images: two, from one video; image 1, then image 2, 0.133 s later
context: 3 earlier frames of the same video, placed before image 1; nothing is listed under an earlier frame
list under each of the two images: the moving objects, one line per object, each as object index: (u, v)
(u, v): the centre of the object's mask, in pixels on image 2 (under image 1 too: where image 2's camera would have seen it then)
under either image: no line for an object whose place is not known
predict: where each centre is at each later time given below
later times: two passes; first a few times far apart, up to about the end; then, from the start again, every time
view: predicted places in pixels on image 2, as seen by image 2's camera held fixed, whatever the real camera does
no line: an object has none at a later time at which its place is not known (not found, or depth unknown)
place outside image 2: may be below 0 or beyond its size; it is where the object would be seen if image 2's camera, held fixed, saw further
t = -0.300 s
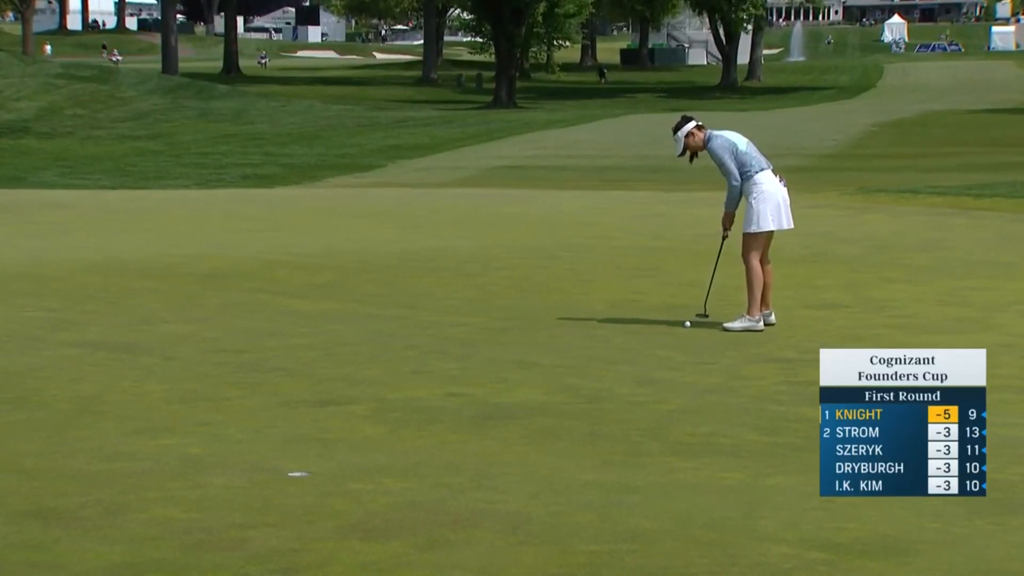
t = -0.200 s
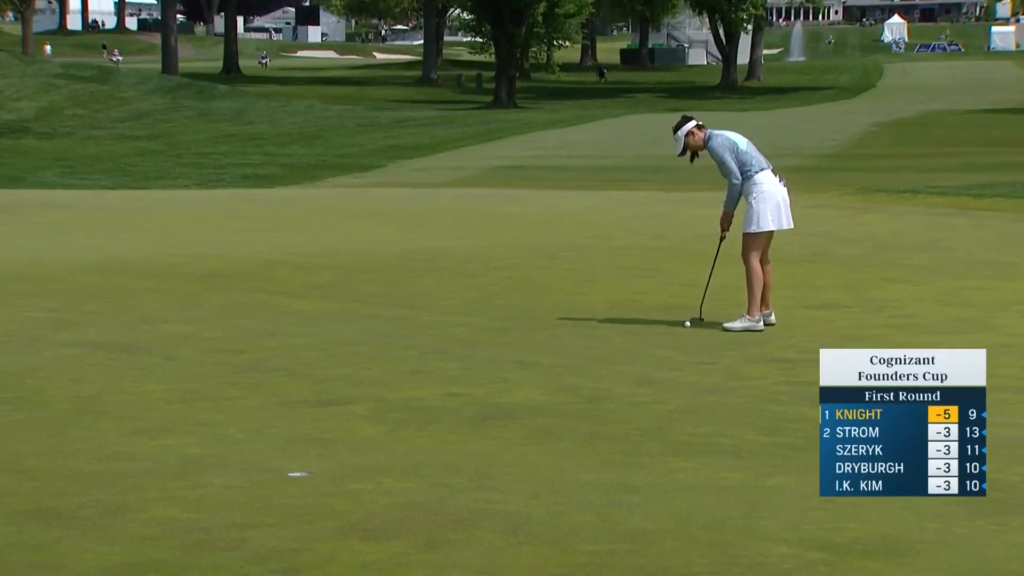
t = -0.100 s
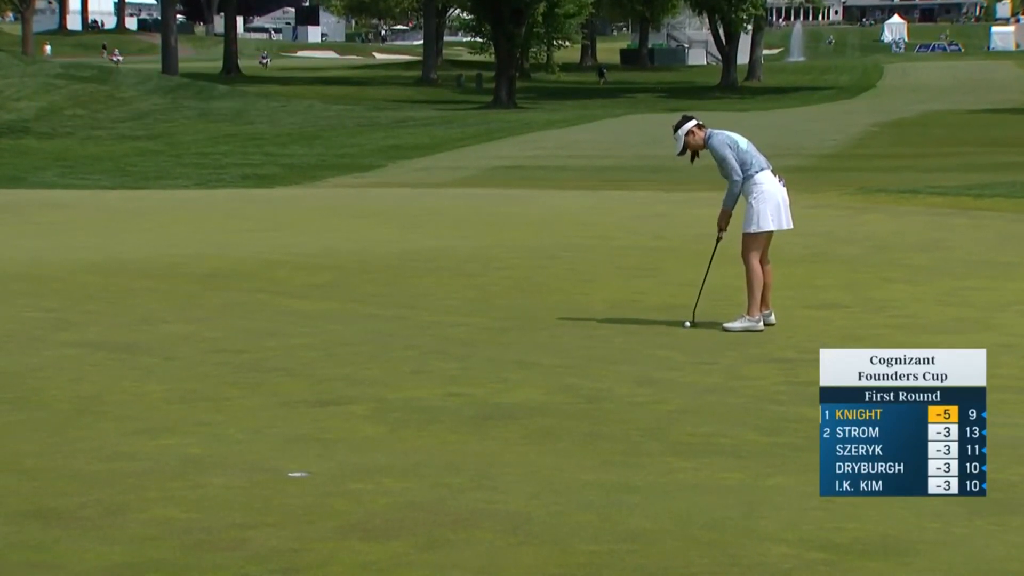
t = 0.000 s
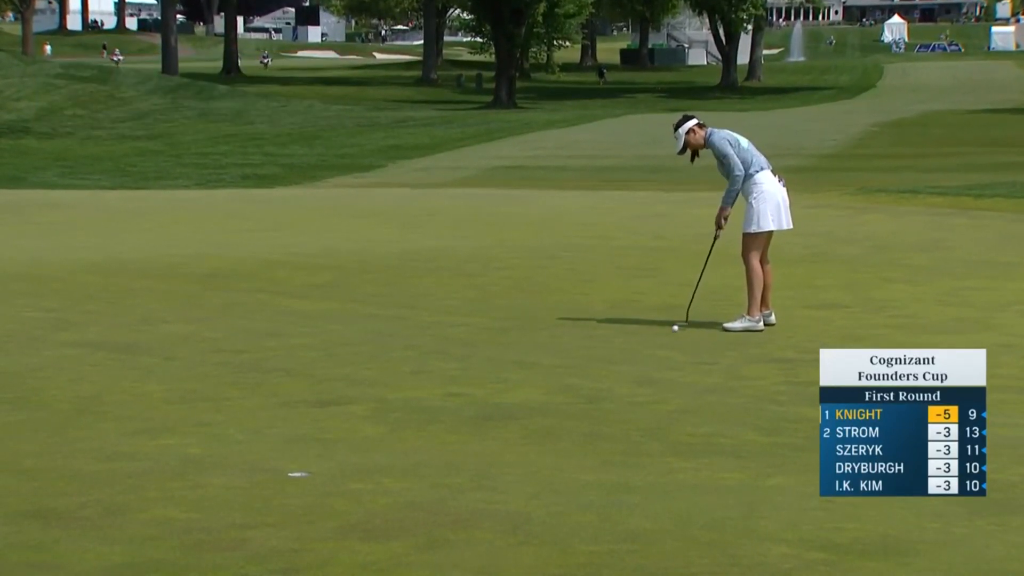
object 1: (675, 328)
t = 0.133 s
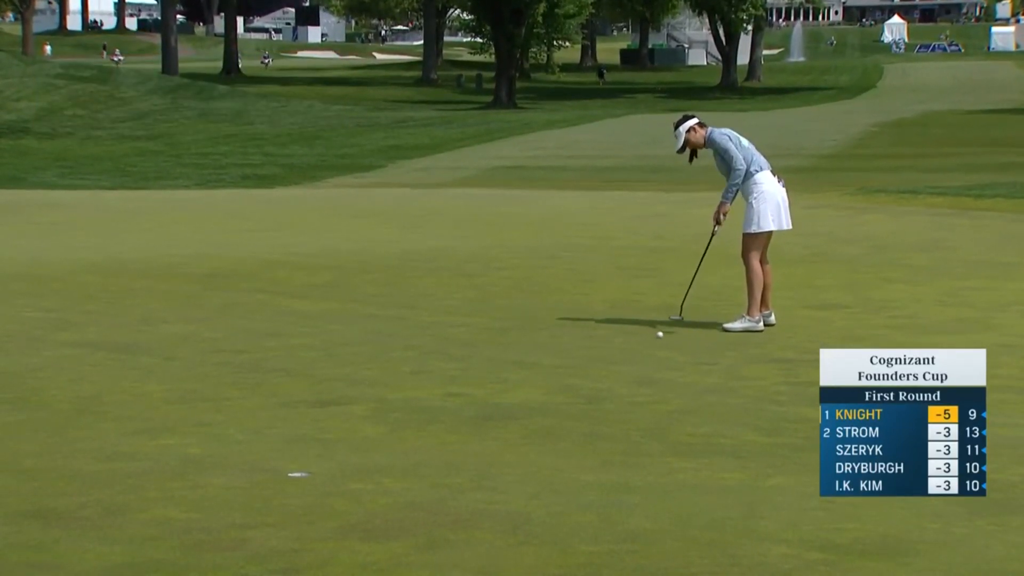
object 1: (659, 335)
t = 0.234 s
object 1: (649, 338)
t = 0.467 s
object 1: (623, 347)
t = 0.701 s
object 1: (598, 355)
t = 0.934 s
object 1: (572, 364)
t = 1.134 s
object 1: (551, 371)
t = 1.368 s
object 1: (526, 380)
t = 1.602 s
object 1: (500, 389)
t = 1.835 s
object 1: (475, 397)
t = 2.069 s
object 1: (451, 405)
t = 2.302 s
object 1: (428, 414)
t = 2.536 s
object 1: (404, 421)
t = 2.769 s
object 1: (381, 429)
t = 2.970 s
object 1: (362, 435)
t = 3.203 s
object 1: (340, 441)
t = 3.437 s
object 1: (320, 448)
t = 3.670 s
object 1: (303, 453)
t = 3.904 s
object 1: (287, 458)
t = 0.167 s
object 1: (656, 336)
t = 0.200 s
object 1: (652, 337)
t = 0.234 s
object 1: (649, 338)
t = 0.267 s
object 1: (645, 339)
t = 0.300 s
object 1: (642, 340)
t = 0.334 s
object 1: (638, 342)
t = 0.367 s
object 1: (634, 343)
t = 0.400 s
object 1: (631, 344)
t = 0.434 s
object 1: (627, 346)
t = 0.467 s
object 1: (623, 347)
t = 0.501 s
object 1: (620, 348)
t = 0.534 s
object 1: (616, 349)
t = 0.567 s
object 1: (612, 350)
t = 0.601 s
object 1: (609, 352)
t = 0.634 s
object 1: (605, 353)
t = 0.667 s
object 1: (602, 354)
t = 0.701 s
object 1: (598, 355)
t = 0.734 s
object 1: (594, 357)
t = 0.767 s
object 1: (590, 358)
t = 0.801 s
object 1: (586, 359)
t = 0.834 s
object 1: (583, 360)
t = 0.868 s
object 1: (579, 361)
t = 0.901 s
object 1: (576, 363)
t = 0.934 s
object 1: (572, 364)
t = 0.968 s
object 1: (569, 365)
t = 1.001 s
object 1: (565, 367)
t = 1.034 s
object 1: (562, 368)
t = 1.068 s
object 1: (558, 369)
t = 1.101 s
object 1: (554, 370)
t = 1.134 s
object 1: (551, 371)
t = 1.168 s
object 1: (547, 372)
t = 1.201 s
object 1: (543, 374)
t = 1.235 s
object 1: (540, 375)
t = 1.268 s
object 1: (536, 376)
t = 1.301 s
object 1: (533, 378)
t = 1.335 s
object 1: (529, 379)
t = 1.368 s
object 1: (526, 380)
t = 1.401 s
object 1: (522, 381)
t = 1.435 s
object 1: (518, 383)
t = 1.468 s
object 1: (515, 384)
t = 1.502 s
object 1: (511, 385)
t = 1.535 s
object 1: (508, 386)
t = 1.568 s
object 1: (504, 388)
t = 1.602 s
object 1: (500, 389)
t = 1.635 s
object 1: (497, 390)
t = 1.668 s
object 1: (493, 391)
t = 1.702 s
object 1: (490, 392)
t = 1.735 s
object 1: (486, 394)
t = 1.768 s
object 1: (483, 395)
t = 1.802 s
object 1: (479, 396)
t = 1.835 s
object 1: (475, 397)
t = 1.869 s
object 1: (472, 398)
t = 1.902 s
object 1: (469, 399)
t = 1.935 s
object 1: (465, 401)
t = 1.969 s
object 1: (462, 402)
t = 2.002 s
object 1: (458, 403)
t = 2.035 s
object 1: (455, 404)
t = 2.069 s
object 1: (451, 405)
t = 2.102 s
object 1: (448, 407)
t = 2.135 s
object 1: (444, 408)
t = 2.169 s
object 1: (441, 409)
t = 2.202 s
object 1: (438, 410)
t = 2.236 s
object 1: (434, 411)
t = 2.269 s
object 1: (431, 412)
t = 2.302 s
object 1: (428, 414)
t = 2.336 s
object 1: (424, 415)
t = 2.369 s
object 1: (421, 416)
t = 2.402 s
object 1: (418, 417)
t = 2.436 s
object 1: (414, 418)
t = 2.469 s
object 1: (411, 419)
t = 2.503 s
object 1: (408, 420)
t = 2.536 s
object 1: (404, 421)
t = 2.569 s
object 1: (401, 422)
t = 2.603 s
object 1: (398, 423)
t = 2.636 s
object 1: (394, 425)
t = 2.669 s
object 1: (391, 426)
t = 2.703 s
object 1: (388, 427)
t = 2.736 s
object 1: (385, 428)
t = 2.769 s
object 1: (381, 429)
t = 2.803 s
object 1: (378, 430)
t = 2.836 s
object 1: (375, 431)
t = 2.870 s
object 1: (371, 432)
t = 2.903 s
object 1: (368, 433)
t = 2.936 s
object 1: (365, 434)
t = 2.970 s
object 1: (362, 435)
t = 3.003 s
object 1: (359, 436)
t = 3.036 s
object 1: (356, 437)
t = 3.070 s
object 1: (352, 438)
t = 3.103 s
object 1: (349, 439)
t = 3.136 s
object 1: (346, 440)
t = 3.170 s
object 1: (343, 441)
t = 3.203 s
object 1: (340, 441)
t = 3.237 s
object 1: (337, 443)
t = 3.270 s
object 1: (334, 444)
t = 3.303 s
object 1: (331, 445)
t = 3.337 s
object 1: (328, 446)
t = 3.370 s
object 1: (326, 446)
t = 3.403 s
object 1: (323, 447)
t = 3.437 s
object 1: (320, 448)
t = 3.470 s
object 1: (317, 449)
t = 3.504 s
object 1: (315, 449)
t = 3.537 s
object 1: (313, 450)
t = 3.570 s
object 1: (310, 451)
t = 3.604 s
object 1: (308, 452)
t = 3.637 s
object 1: (306, 453)
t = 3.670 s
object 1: (303, 453)
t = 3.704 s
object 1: (301, 454)
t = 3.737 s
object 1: (298, 455)
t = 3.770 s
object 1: (296, 456)
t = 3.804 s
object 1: (294, 456)
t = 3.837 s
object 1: (291, 457)
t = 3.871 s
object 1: (289, 458)
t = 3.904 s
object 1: (287, 458)
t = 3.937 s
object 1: (285, 459)
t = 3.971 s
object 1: (283, 459)
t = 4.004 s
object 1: (281, 460)
